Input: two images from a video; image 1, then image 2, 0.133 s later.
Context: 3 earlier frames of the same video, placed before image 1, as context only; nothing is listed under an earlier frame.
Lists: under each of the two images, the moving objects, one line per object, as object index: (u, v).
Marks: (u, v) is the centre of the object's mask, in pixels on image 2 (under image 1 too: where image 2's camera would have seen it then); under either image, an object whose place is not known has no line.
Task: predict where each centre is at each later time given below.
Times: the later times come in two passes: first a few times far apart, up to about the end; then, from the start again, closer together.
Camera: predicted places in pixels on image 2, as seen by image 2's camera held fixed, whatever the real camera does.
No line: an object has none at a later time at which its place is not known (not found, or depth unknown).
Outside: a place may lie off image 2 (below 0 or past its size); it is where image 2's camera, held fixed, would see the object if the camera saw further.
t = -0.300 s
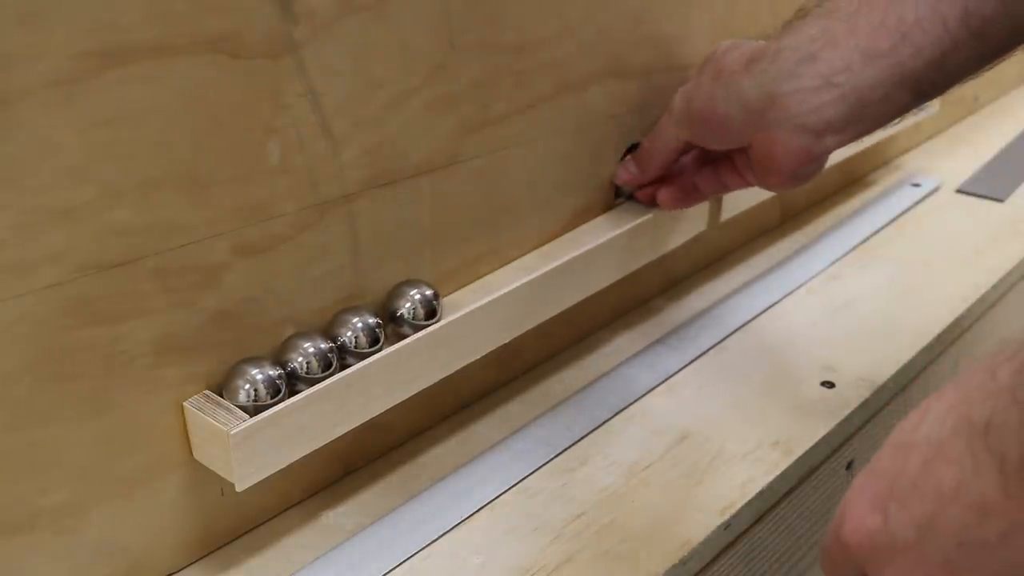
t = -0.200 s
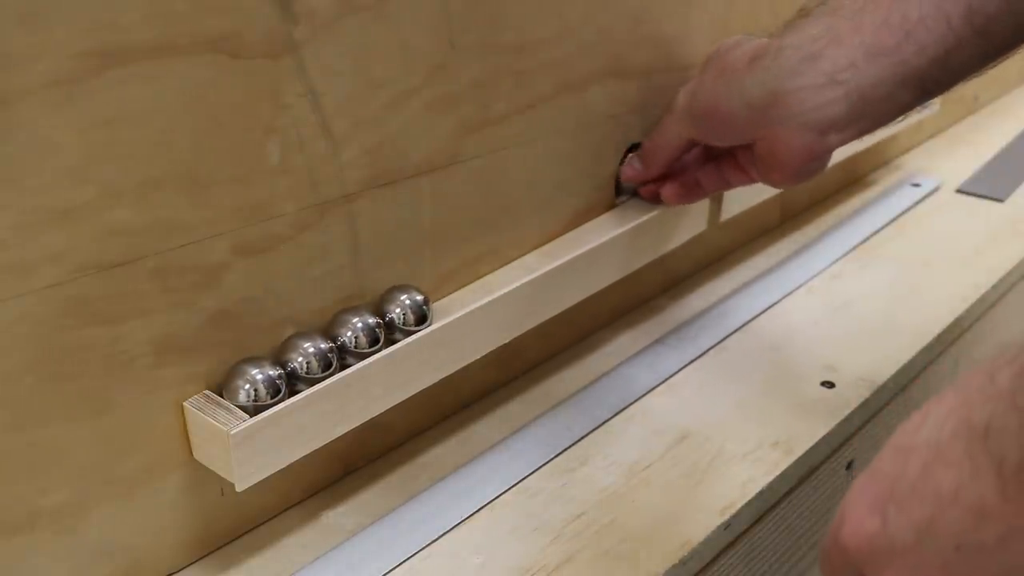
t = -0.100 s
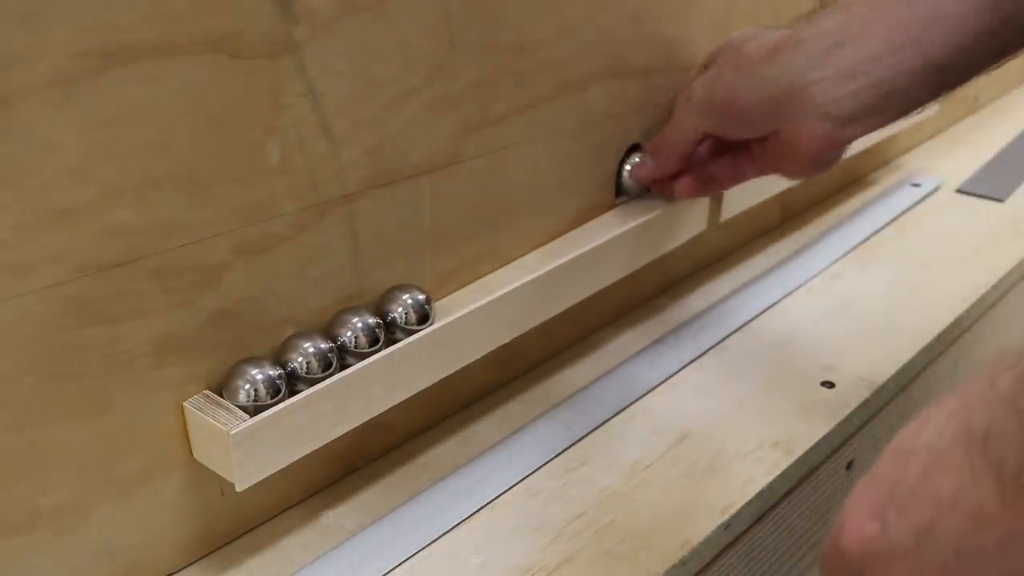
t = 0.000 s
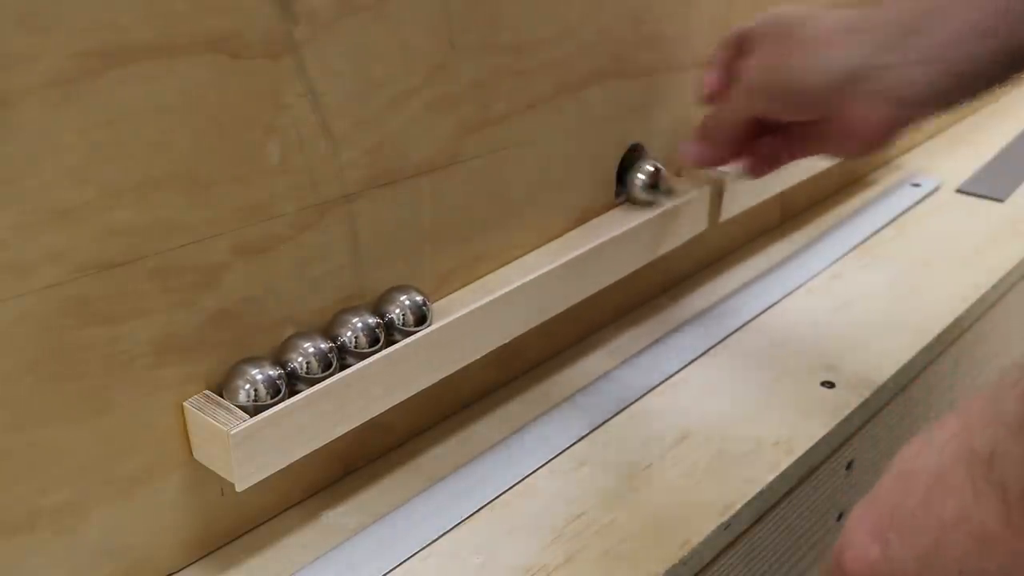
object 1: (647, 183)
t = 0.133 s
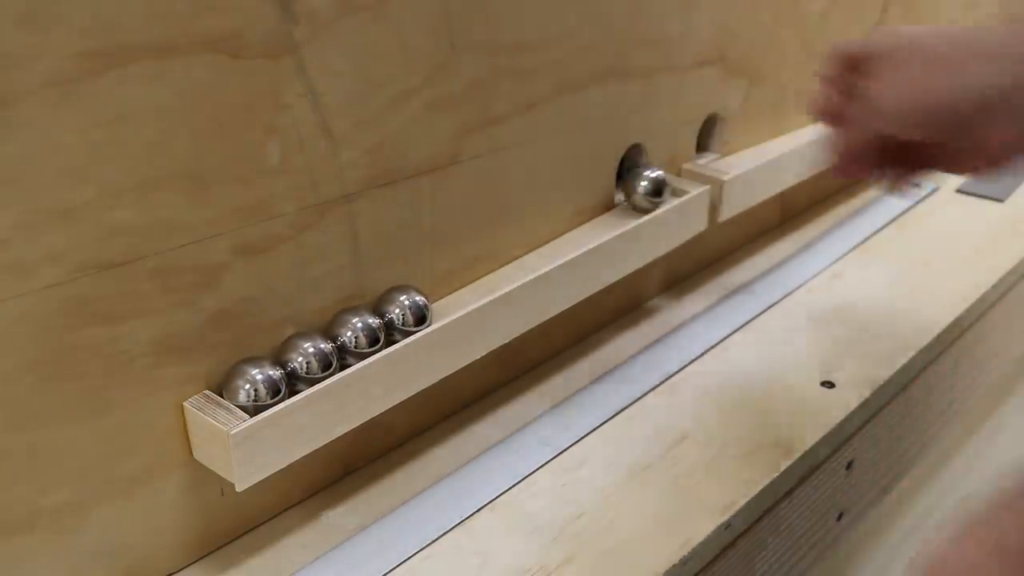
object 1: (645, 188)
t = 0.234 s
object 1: (638, 192)
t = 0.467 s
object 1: (617, 203)
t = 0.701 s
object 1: (569, 225)
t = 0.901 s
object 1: (517, 253)
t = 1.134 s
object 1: (451, 286)
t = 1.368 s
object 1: (474, 274)
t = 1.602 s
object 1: (470, 276)
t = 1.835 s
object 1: (446, 288)
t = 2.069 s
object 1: (446, 288)
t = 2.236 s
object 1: (444, 289)
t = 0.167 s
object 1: (640, 189)
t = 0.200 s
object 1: (638, 190)
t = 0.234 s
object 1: (638, 192)
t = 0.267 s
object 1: (637, 193)
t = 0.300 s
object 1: (635, 194)
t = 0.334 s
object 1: (633, 196)
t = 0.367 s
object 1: (629, 198)
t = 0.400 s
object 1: (625, 199)
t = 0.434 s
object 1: (621, 202)
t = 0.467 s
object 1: (617, 203)
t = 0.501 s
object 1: (612, 205)
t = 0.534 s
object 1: (606, 208)
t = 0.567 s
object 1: (600, 211)
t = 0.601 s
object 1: (594, 214)
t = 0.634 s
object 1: (586, 217)
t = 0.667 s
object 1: (577, 222)
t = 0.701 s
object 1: (569, 225)
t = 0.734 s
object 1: (563, 228)
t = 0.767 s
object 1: (554, 233)
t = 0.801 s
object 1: (545, 237)
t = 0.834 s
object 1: (536, 242)
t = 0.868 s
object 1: (526, 247)
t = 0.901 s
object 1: (517, 253)
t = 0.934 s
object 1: (505, 258)
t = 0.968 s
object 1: (493, 265)
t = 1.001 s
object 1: (481, 270)
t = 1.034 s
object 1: (470, 276)
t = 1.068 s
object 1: (455, 285)
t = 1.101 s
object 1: (447, 288)
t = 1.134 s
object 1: (451, 286)
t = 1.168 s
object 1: (455, 284)
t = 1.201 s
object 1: (459, 281)
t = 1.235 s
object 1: (462, 279)
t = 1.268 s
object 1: (464, 278)
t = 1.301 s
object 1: (468, 277)
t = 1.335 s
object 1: (472, 275)
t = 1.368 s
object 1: (474, 274)
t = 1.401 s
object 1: (475, 274)
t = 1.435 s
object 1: (474, 274)
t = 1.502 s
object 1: (475, 274)
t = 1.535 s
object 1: (473, 274)
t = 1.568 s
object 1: (472, 275)
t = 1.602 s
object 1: (470, 276)
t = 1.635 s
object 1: (467, 277)
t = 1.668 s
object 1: (465, 278)
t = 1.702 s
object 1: (462, 280)
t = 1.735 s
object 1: (457, 282)
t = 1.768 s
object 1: (453, 285)
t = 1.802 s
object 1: (449, 287)
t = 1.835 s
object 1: (446, 288)
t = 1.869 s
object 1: (445, 289)
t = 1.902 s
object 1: (446, 288)
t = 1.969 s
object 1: (447, 288)
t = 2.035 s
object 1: (447, 288)
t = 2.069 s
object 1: (446, 288)
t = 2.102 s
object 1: (445, 289)
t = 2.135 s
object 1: (444, 289)
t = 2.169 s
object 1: (444, 289)
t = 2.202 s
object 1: (444, 289)
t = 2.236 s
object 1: (444, 289)
